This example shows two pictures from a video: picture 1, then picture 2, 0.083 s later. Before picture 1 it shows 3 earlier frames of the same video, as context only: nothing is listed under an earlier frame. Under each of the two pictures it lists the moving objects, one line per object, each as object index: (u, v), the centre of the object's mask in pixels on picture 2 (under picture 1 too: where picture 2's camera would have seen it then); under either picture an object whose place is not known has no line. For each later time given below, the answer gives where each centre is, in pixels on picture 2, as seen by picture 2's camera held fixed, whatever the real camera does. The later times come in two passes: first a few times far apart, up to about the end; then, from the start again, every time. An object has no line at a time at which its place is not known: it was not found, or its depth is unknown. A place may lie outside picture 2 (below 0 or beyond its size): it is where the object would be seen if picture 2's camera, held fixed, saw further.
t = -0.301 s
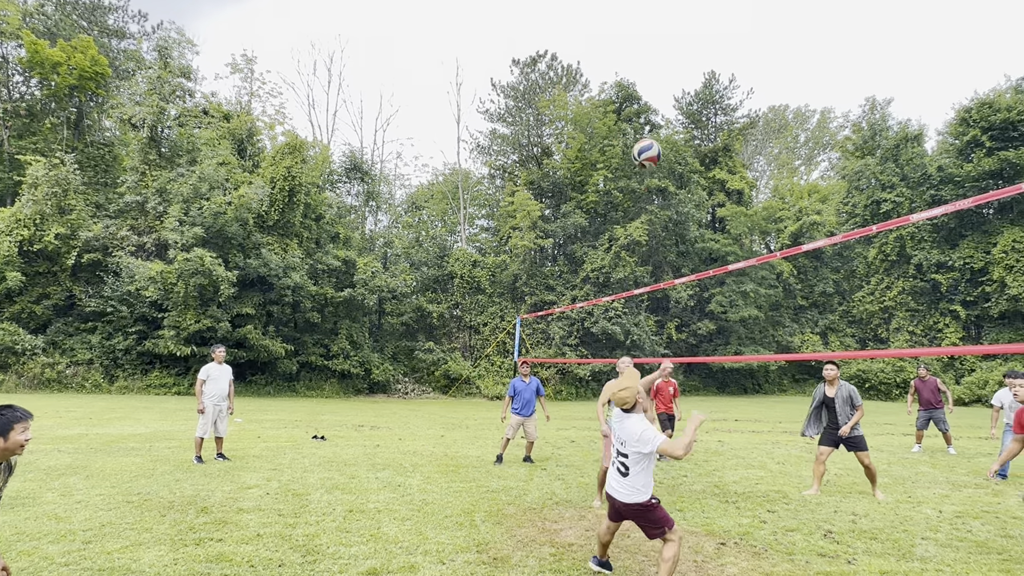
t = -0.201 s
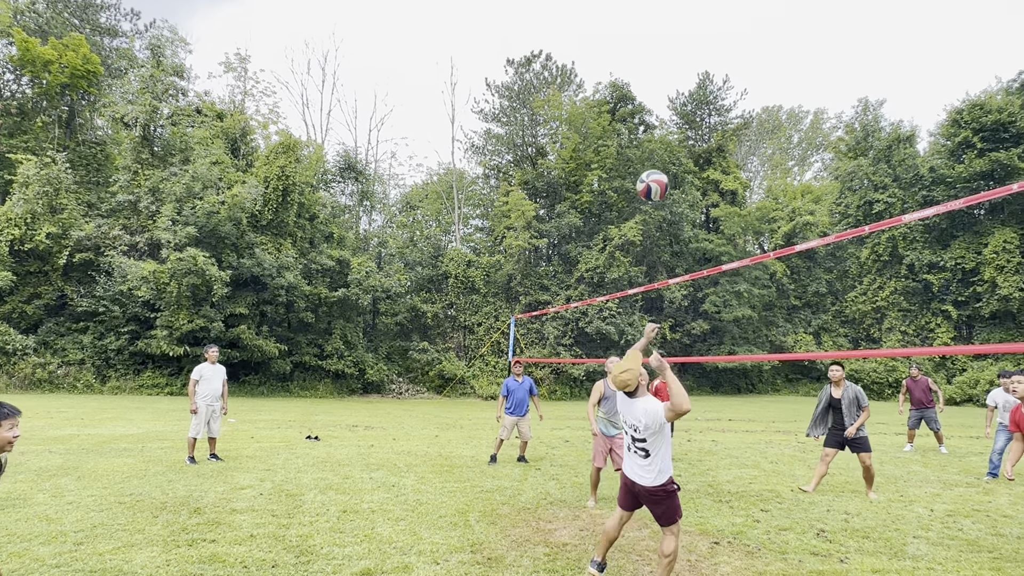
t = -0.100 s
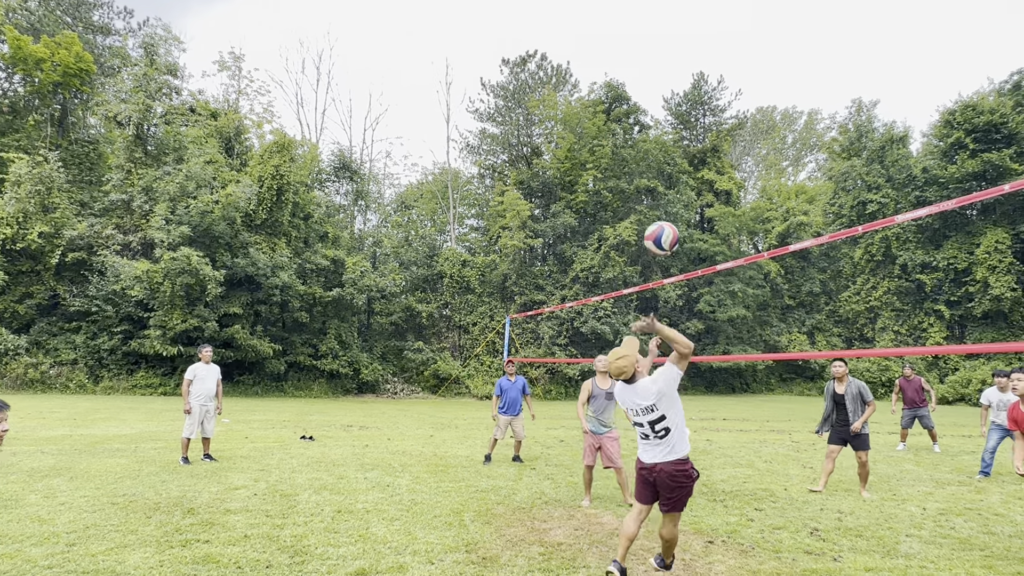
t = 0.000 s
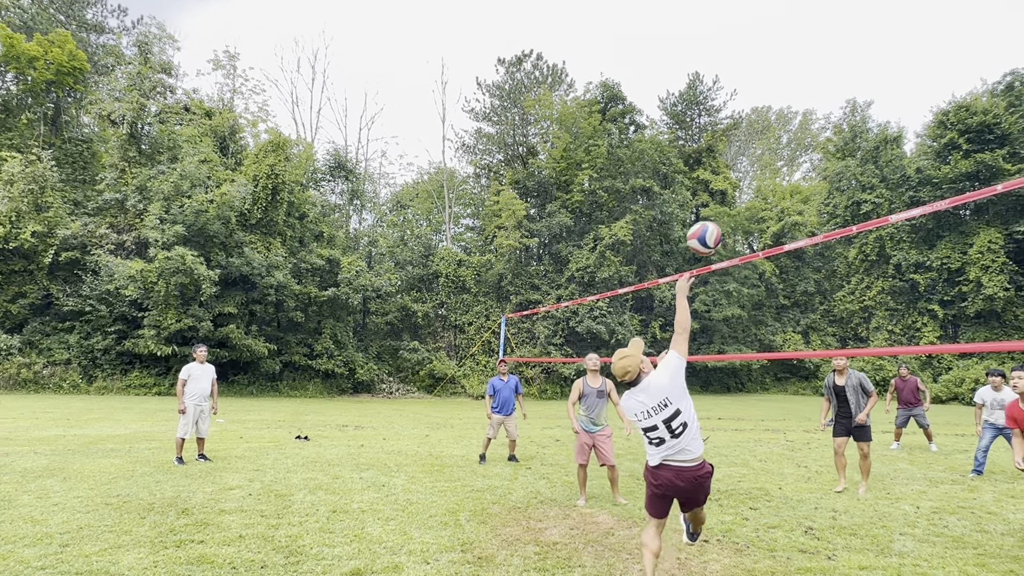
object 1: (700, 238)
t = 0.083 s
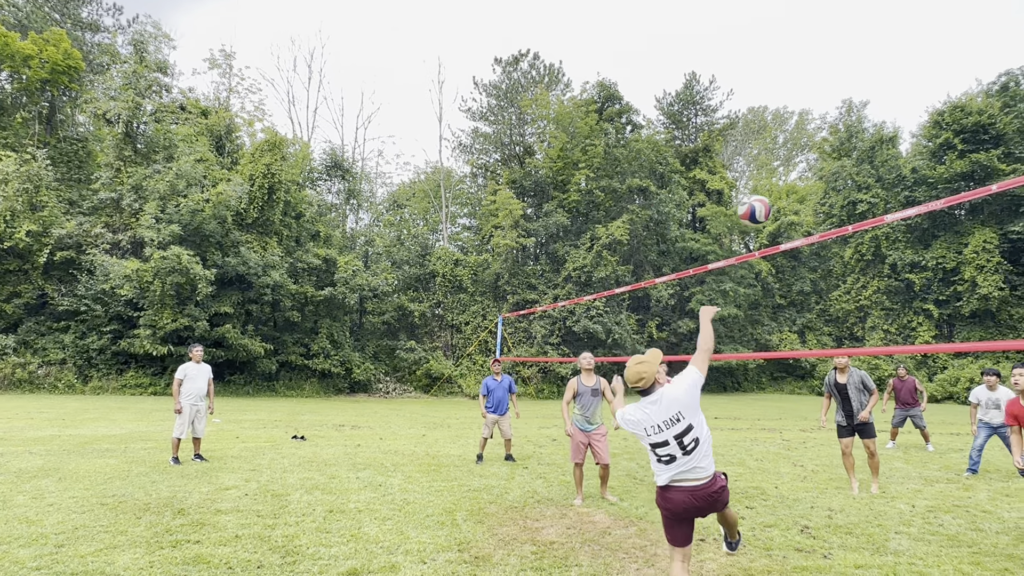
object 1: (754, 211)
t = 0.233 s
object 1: (833, 193)
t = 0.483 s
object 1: (933, 225)
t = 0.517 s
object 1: (944, 234)
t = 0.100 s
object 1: (764, 206)
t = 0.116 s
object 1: (774, 203)
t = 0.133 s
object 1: (783, 200)
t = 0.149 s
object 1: (792, 198)
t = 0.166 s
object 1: (800, 196)
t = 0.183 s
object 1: (809, 195)
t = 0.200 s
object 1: (817, 194)
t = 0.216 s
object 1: (825, 193)
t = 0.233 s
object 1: (833, 193)
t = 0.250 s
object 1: (841, 193)
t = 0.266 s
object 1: (848, 193)
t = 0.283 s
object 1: (855, 194)
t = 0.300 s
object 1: (862, 195)
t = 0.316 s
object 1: (869, 196)
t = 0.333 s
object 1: (876, 198)
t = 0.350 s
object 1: (883, 200)
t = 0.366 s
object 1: (889, 202)
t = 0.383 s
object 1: (896, 203)
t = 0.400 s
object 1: (902, 204)
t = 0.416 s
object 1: (908, 210)
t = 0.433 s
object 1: (915, 215)
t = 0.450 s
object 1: (921, 220)
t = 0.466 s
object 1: (927, 221)
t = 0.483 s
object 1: (933, 225)
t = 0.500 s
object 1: (938, 229)
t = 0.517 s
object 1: (944, 234)
